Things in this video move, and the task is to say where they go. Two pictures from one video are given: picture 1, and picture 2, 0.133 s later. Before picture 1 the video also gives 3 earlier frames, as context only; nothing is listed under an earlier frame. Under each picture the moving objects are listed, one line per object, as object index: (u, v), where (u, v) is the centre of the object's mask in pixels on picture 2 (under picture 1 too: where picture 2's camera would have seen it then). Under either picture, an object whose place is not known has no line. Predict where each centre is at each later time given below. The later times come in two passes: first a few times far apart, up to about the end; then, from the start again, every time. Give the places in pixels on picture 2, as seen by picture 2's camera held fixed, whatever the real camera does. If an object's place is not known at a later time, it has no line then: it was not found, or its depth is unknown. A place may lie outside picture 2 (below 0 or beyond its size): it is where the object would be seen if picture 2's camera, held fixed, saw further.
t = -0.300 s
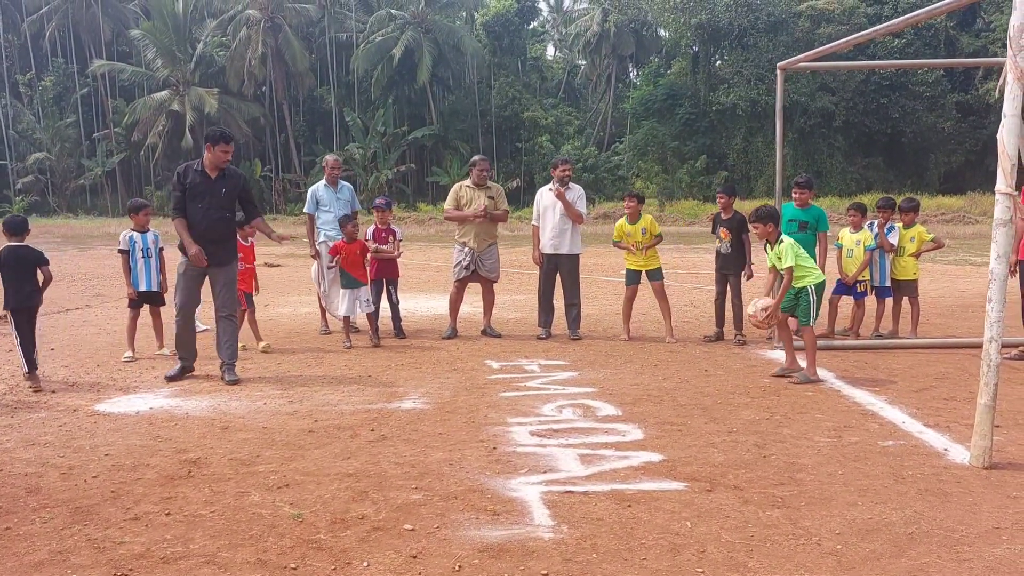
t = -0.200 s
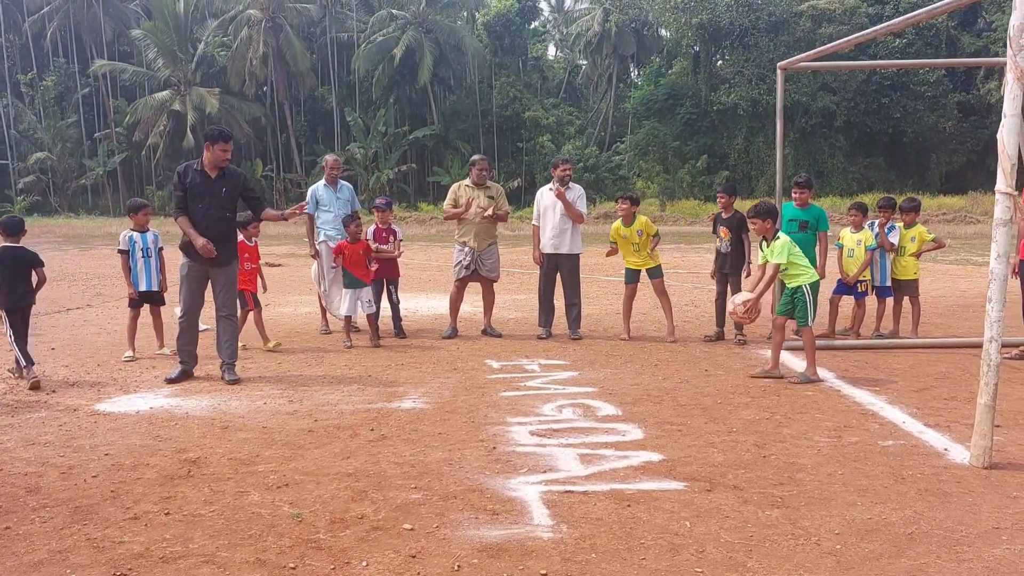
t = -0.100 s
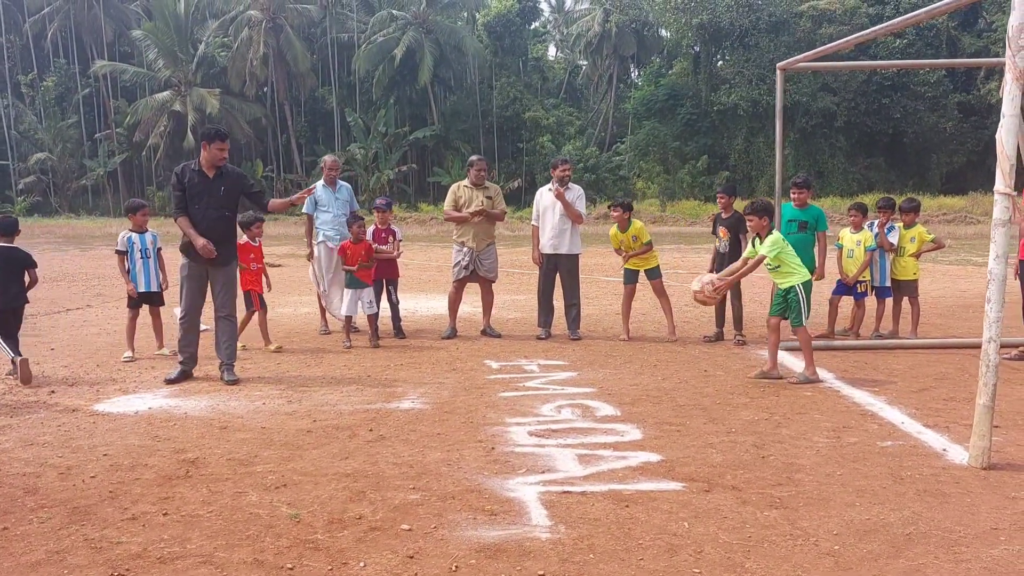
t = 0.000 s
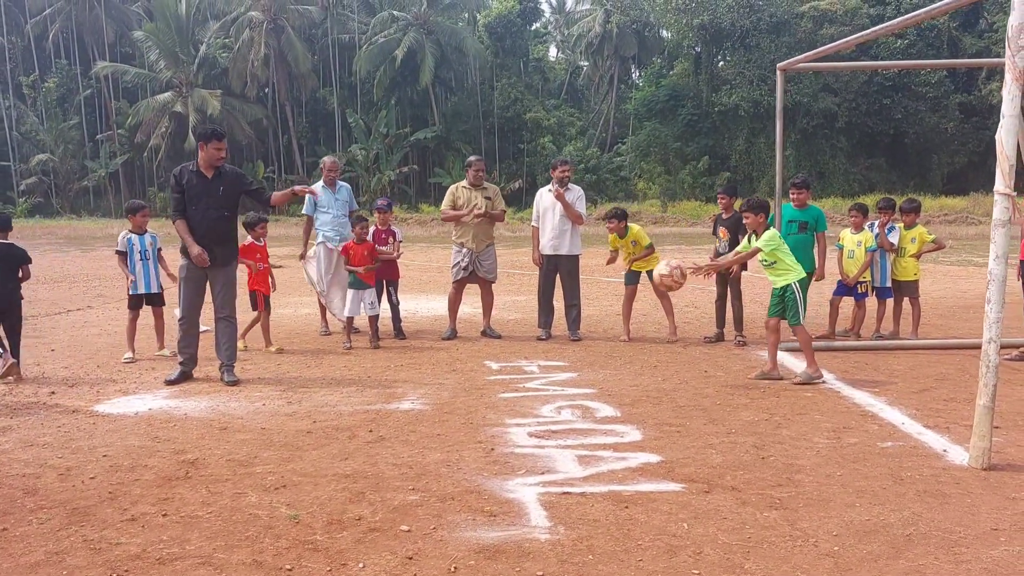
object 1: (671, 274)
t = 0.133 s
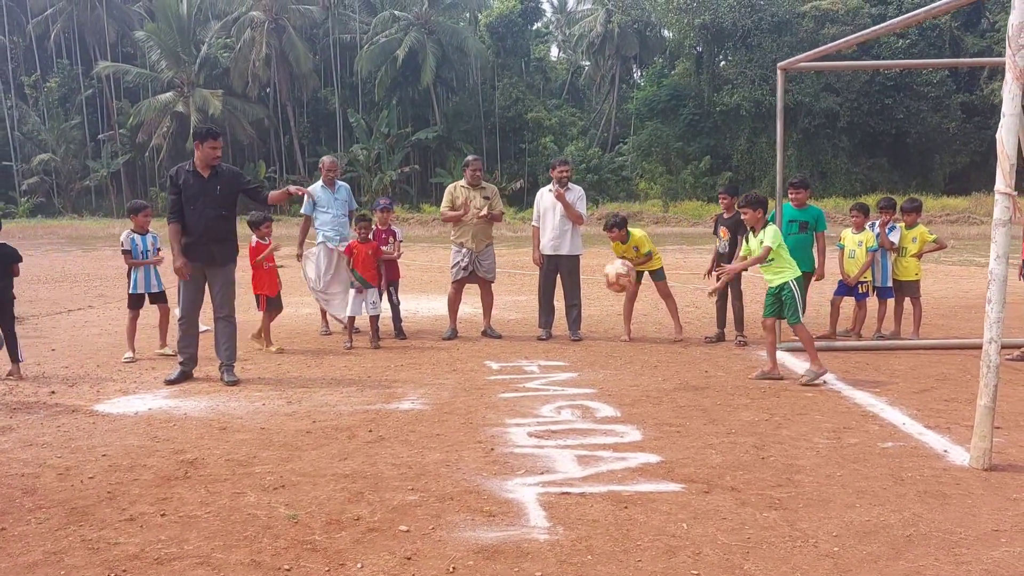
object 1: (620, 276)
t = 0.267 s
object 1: (568, 302)
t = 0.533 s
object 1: (484, 341)
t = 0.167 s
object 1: (607, 280)
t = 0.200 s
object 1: (594, 286)
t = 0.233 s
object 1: (581, 293)
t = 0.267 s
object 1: (568, 302)
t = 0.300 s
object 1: (555, 312)
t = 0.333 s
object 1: (543, 324)
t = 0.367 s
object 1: (531, 338)
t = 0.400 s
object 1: (518, 354)
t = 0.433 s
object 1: (507, 371)
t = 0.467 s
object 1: (499, 366)
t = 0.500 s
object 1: (491, 353)
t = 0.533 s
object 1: (484, 341)
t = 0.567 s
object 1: (476, 331)
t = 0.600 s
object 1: (468, 323)
